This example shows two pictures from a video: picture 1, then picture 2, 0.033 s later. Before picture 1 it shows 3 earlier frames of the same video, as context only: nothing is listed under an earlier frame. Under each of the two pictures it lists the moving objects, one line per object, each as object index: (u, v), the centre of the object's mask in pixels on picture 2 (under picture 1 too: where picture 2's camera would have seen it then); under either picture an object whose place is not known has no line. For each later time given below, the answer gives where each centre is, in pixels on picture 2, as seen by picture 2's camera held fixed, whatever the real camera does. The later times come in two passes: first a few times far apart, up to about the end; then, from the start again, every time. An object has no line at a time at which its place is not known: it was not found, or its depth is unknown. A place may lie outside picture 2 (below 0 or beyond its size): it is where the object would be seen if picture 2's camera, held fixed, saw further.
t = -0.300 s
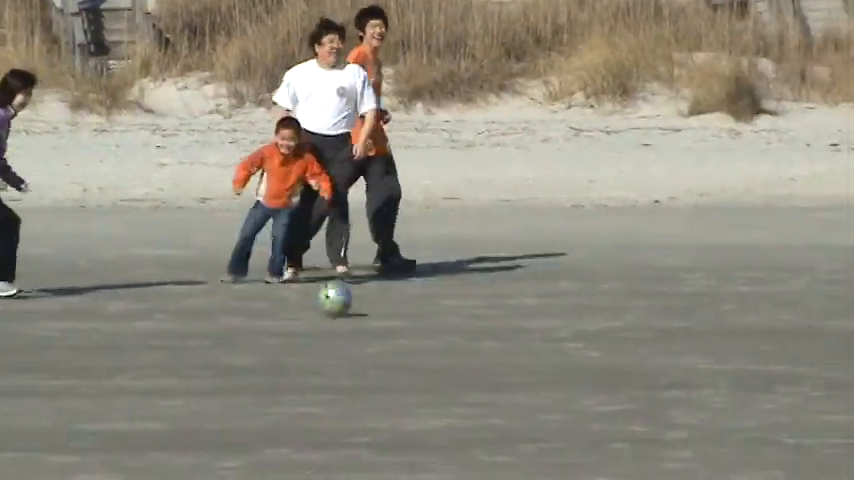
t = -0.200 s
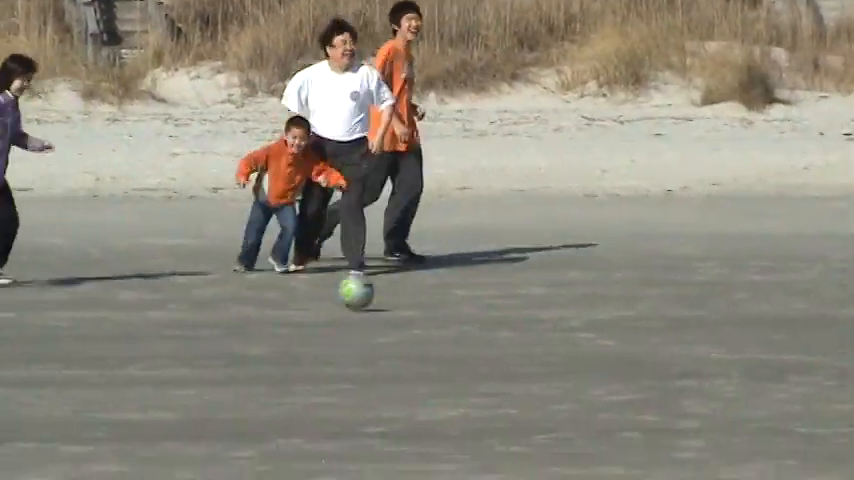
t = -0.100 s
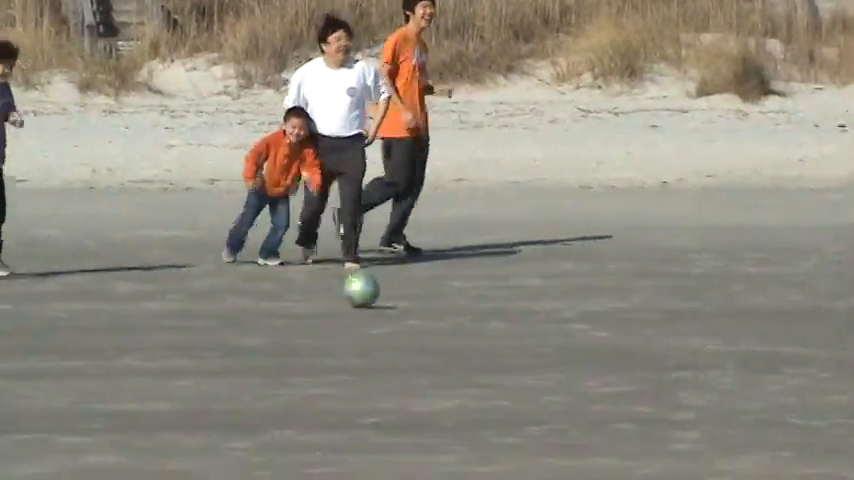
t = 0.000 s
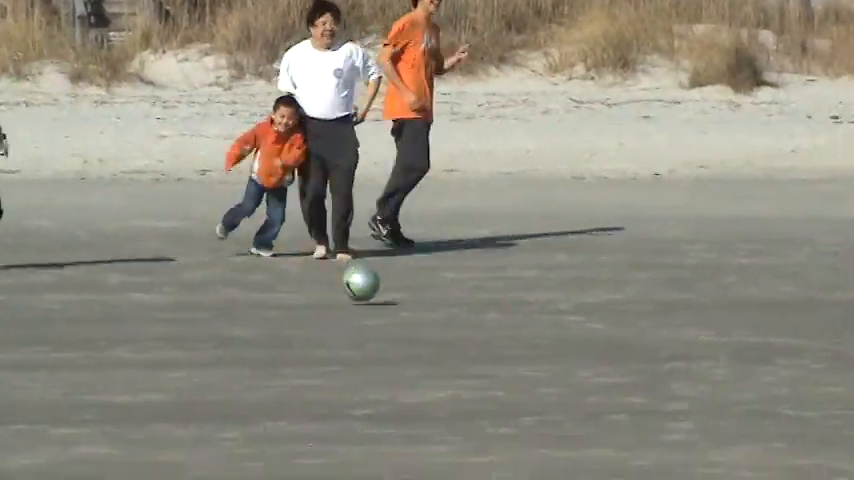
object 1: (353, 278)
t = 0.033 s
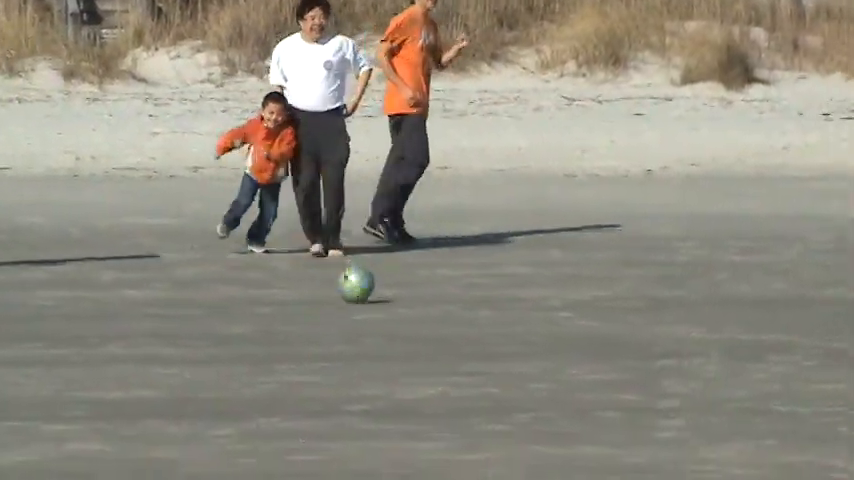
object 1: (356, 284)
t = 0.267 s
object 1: (376, 295)
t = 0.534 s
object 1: (401, 303)
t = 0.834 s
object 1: (430, 322)
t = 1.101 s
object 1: (459, 333)
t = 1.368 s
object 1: (488, 346)
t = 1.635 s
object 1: (517, 359)
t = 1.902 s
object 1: (549, 372)
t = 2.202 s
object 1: (586, 386)
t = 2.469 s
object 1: (617, 400)
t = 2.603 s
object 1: (632, 408)
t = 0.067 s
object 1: (358, 284)
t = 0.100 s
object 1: (361, 284)
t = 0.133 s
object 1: (364, 287)
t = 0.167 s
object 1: (367, 289)
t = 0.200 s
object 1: (370, 290)
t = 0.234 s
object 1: (373, 291)
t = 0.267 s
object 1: (376, 295)
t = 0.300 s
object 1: (379, 296)
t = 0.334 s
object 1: (383, 298)
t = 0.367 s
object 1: (387, 299)
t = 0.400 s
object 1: (390, 300)
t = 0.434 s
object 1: (392, 302)
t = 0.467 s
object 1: (395, 303)
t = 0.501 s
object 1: (398, 302)
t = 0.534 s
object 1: (401, 303)
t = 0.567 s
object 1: (405, 308)
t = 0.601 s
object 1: (407, 309)
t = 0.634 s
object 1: (411, 308)
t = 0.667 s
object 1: (414, 308)
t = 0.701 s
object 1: (417, 313)
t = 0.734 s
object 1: (420, 317)
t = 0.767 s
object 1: (424, 317)
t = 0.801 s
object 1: (427, 318)
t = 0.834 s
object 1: (430, 322)
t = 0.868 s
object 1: (435, 322)
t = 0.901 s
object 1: (437, 324)
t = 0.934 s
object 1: (442, 325)
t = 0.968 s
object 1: (445, 326)
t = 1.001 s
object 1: (449, 329)
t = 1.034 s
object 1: (452, 328)
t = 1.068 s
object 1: (456, 331)
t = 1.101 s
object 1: (459, 333)
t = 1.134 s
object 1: (461, 336)
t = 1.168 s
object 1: (465, 336)
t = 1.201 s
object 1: (469, 337)
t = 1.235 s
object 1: (473, 339)
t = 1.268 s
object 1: (477, 342)
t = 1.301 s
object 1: (481, 342)
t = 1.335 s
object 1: (484, 344)
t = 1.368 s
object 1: (488, 346)
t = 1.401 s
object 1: (492, 347)
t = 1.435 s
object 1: (495, 349)
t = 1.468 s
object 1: (499, 349)
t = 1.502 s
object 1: (503, 351)
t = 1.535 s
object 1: (506, 353)
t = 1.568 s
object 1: (510, 354)
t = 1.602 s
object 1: (514, 356)
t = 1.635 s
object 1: (517, 359)
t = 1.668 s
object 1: (520, 360)
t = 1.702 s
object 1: (524, 361)
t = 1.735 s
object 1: (529, 363)
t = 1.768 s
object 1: (533, 366)
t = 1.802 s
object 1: (537, 366)
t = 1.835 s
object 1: (541, 369)
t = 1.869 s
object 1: (545, 369)
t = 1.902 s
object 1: (549, 372)
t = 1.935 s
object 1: (552, 372)
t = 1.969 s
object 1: (555, 374)
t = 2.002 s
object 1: (560, 376)
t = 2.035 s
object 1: (565, 378)
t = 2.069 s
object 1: (569, 379)
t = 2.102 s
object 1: (572, 381)
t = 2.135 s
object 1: (576, 383)
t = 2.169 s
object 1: (581, 384)
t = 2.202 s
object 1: (586, 386)
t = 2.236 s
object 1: (590, 388)
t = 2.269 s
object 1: (594, 390)
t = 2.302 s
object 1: (597, 392)
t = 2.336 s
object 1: (601, 393)
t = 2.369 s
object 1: (605, 394)
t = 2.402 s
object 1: (609, 396)
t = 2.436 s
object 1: (612, 398)
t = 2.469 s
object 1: (617, 400)
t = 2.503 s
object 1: (622, 401)
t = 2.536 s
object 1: (622, 402)
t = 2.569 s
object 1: (625, 405)
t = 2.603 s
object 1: (632, 408)
